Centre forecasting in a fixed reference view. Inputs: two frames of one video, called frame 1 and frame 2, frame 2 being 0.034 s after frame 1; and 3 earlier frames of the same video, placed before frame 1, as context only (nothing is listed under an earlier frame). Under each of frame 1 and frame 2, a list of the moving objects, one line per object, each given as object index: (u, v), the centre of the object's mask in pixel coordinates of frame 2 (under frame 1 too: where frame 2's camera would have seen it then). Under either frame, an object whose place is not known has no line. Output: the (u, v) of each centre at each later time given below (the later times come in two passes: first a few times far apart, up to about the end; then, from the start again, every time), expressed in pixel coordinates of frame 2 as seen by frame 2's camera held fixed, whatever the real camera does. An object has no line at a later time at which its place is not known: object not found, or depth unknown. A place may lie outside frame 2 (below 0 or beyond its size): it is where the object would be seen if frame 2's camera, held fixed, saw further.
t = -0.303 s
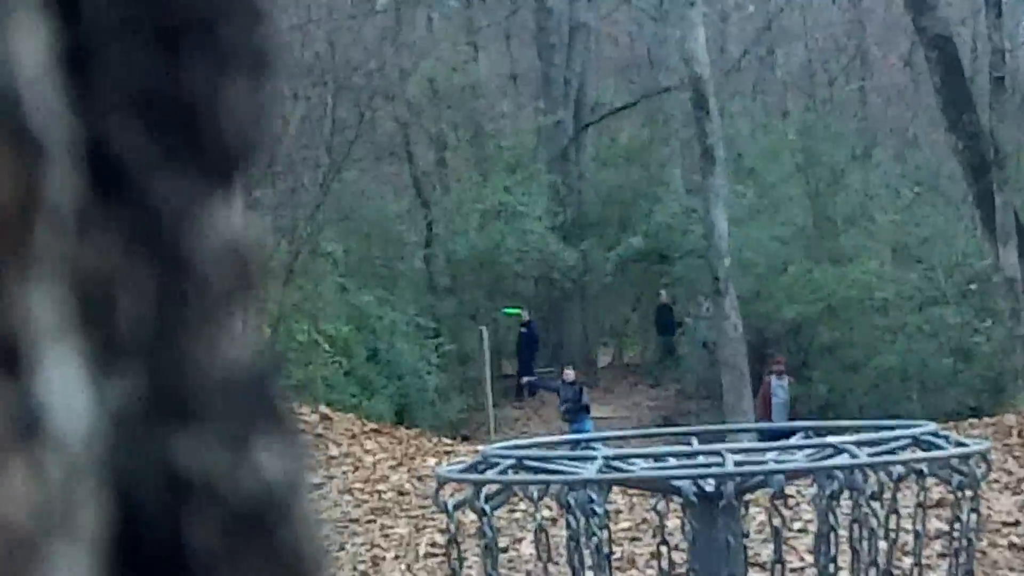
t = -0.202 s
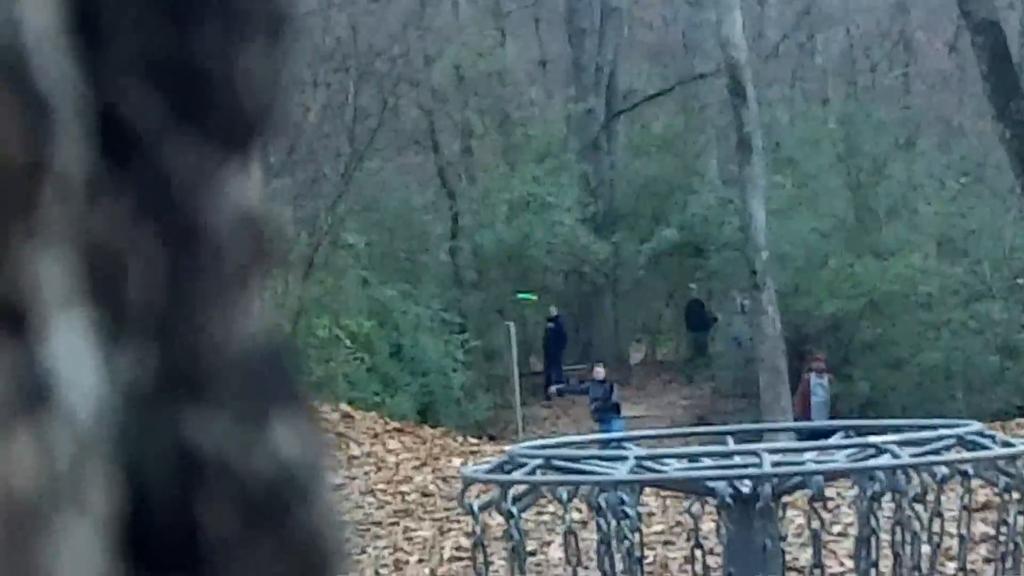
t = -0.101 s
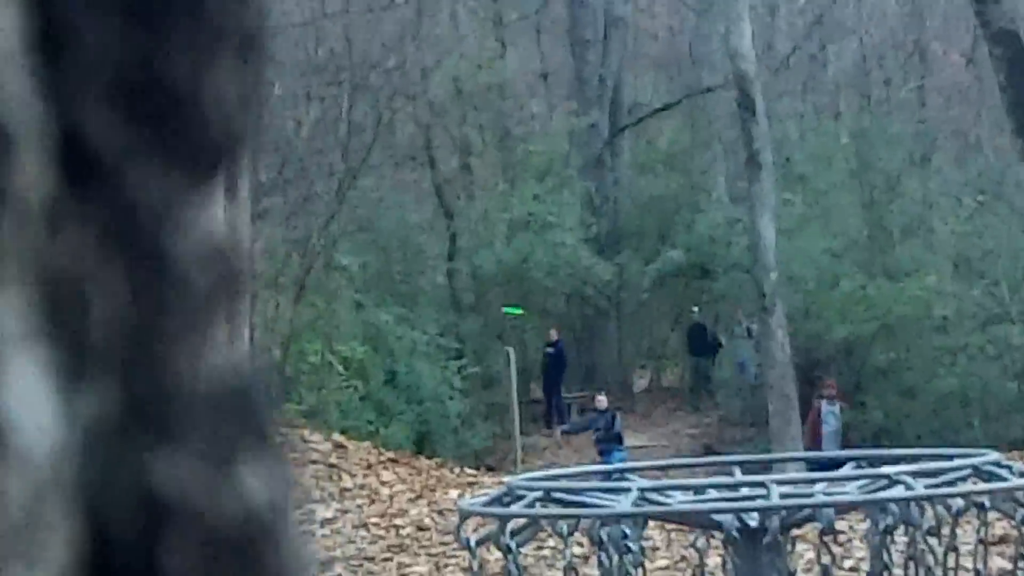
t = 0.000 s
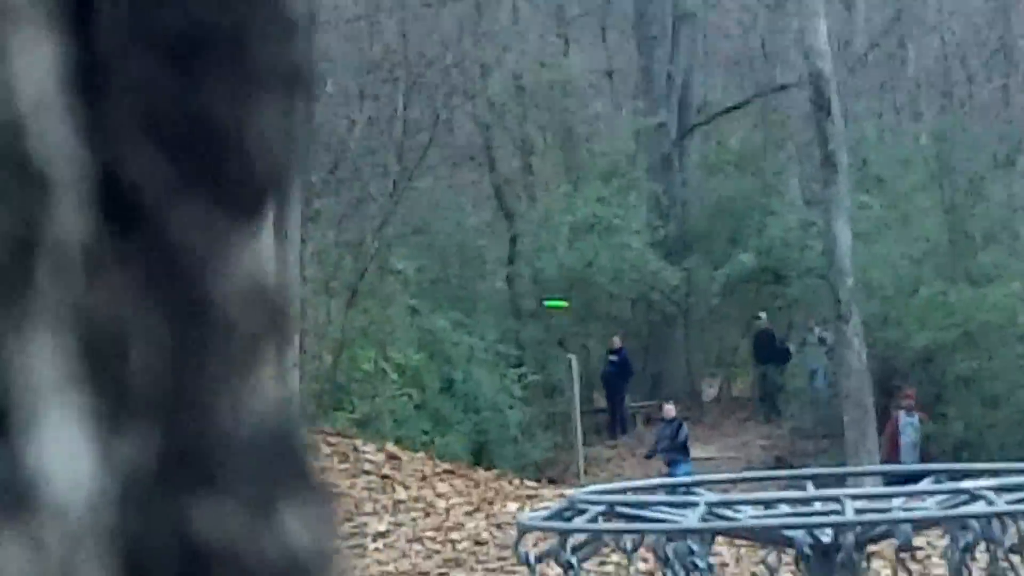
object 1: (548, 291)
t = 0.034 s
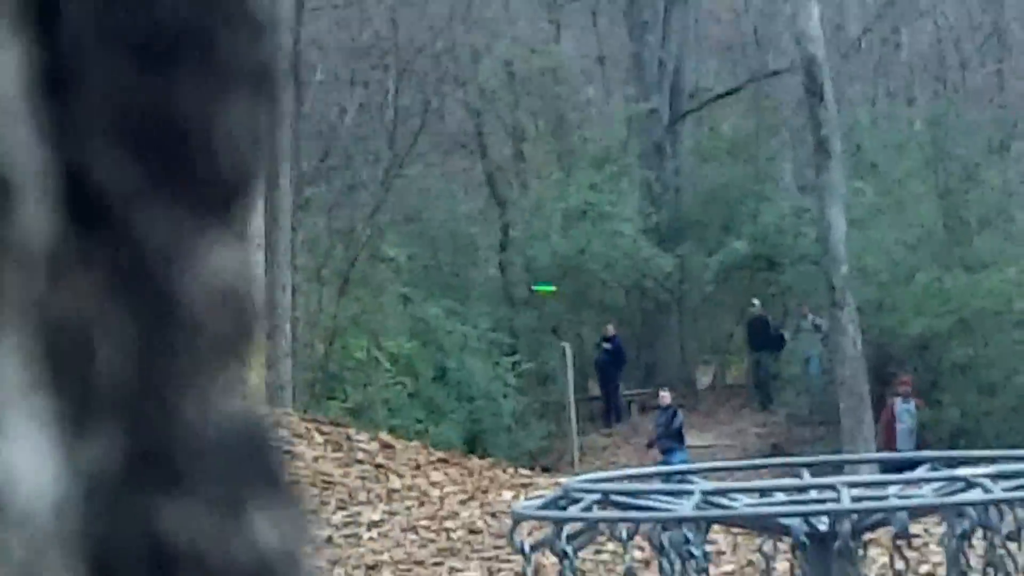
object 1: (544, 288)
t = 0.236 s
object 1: (513, 271)
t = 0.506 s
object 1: (469, 253)
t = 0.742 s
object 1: (426, 244)
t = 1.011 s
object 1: (368, 236)
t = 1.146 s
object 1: (335, 234)
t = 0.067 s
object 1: (538, 286)
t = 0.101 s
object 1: (534, 282)
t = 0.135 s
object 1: (528, 279)
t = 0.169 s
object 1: (523, 277)
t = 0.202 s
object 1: (518, 274)
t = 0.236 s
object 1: (513, 271)
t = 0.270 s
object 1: (507, 268)
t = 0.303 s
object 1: (503, 266)
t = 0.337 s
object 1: (498, 263)
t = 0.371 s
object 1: (493, 261)
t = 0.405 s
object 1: (486, 259)
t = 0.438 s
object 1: (482, 257)
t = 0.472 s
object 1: (475, 255)
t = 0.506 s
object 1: (469, 253)
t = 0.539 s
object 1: (464, 252)
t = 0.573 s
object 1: (457, 250)
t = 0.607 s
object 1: (451, 248)
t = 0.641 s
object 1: (444, 247)
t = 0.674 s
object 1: (438, 245)
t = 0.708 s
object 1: (432, 244)
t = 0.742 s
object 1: (426, 244)
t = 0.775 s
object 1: (419, 243)
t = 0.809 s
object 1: (412, 242)
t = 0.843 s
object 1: (406, 241)
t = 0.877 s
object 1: (398, 240)
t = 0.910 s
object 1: (391, 240)
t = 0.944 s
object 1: (383, 238)
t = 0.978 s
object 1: (376, 237)
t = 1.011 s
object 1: (368, 236)
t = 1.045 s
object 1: (360, 236)
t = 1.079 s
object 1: (351, 235)
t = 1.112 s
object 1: (344, 235)
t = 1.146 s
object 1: (335, 234)
